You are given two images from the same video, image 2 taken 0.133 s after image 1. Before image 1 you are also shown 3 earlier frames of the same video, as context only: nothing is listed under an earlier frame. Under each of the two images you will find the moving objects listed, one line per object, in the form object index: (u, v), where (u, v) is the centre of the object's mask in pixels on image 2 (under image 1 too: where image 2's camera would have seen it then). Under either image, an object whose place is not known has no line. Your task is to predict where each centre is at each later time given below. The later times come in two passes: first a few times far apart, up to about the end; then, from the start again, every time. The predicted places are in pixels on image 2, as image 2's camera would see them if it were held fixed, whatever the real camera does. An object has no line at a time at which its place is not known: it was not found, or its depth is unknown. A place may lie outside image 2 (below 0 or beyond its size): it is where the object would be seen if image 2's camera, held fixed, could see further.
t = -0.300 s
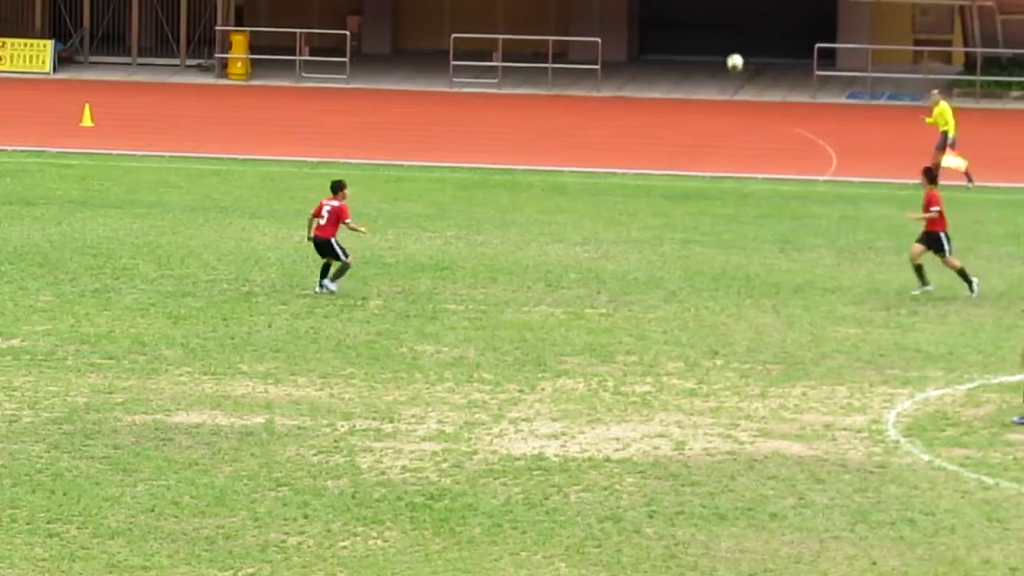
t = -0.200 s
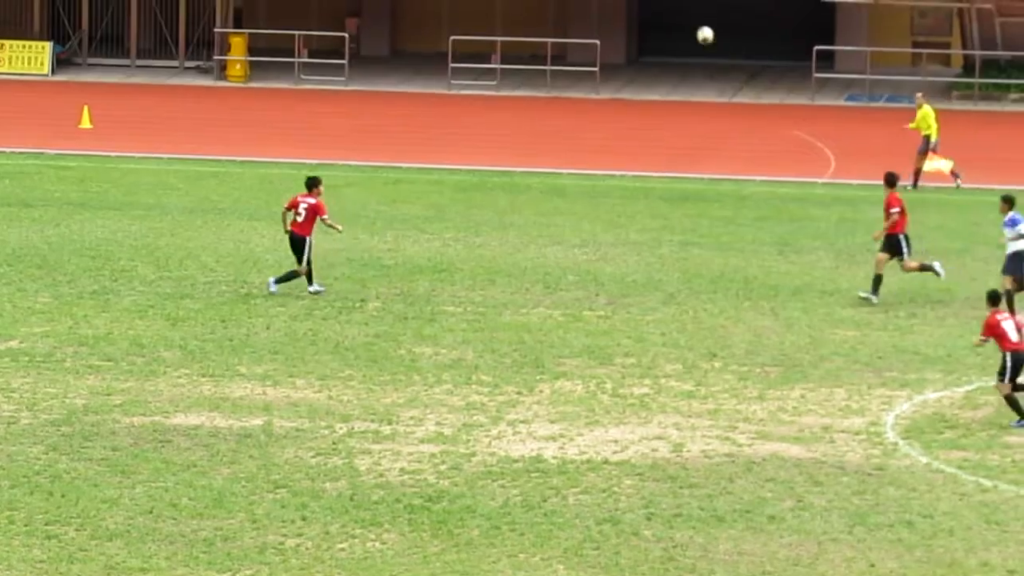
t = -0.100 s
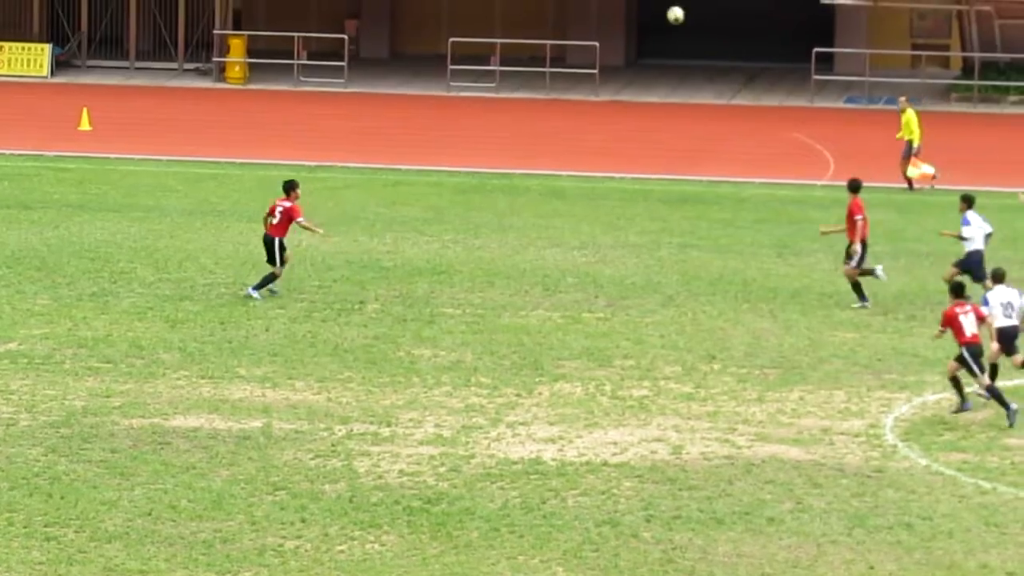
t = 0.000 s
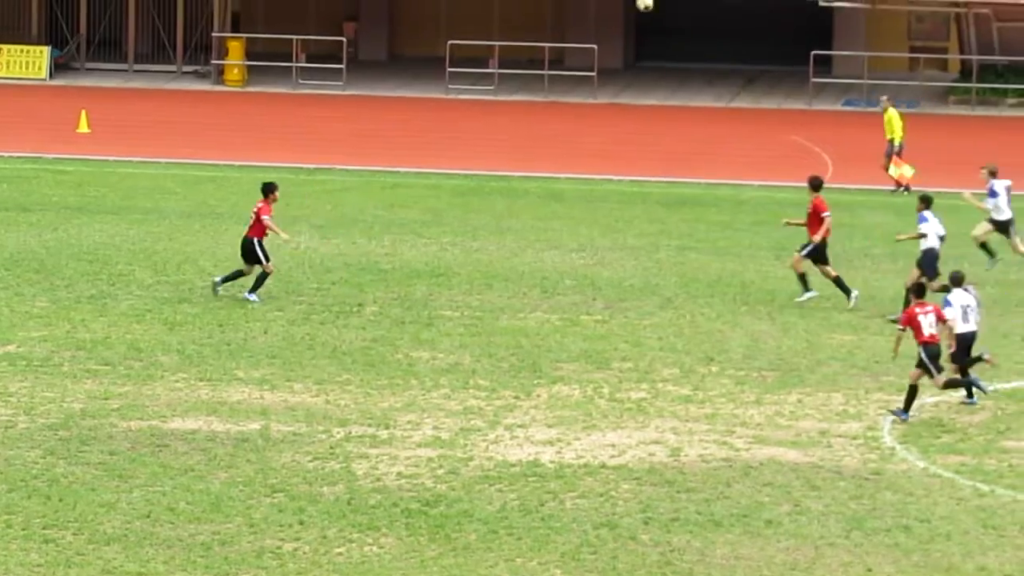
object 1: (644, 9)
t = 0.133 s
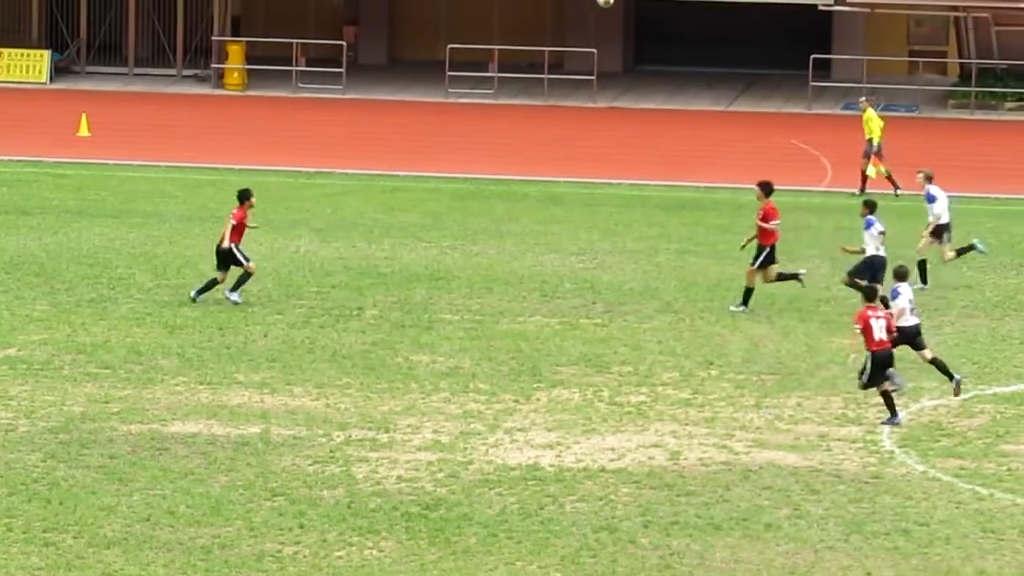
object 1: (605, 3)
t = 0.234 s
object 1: (576, 2)
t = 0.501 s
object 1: (496, 44)
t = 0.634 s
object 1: (456, 84)
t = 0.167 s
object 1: (595, 3)
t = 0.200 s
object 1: (585, 2)
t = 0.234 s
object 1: (576, 2)
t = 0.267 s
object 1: (565, 4)
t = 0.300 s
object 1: (556, 7)
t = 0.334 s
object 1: (545, 11)
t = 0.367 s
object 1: (535, 16)
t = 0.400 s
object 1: (526, 22)
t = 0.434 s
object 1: (516, 29)
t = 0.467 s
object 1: (506, 36)
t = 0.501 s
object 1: (496, 44)
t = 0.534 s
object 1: (486, 53)
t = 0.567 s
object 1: (476, 63)
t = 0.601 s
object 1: (466, 73)
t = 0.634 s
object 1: (456, 84)
